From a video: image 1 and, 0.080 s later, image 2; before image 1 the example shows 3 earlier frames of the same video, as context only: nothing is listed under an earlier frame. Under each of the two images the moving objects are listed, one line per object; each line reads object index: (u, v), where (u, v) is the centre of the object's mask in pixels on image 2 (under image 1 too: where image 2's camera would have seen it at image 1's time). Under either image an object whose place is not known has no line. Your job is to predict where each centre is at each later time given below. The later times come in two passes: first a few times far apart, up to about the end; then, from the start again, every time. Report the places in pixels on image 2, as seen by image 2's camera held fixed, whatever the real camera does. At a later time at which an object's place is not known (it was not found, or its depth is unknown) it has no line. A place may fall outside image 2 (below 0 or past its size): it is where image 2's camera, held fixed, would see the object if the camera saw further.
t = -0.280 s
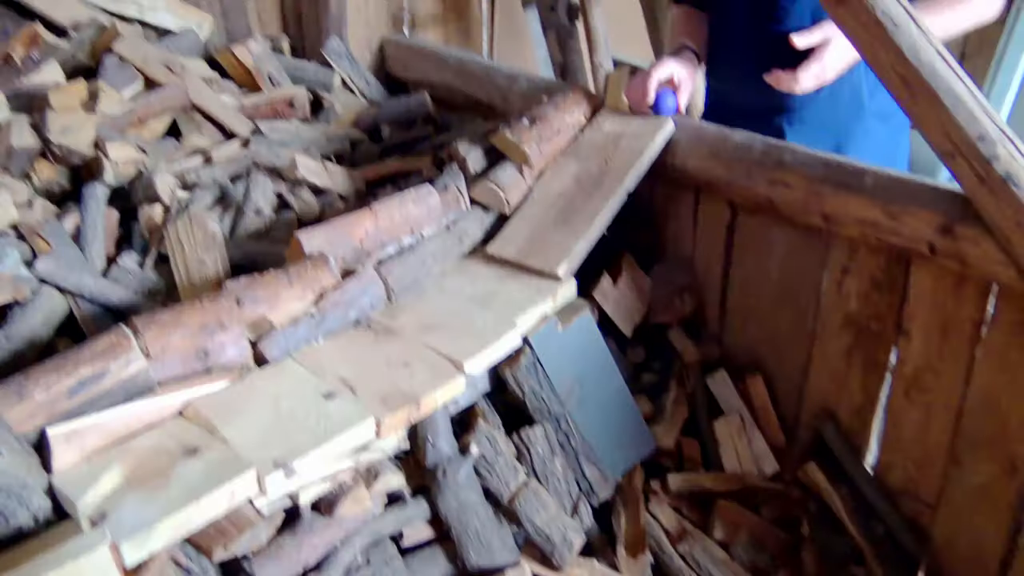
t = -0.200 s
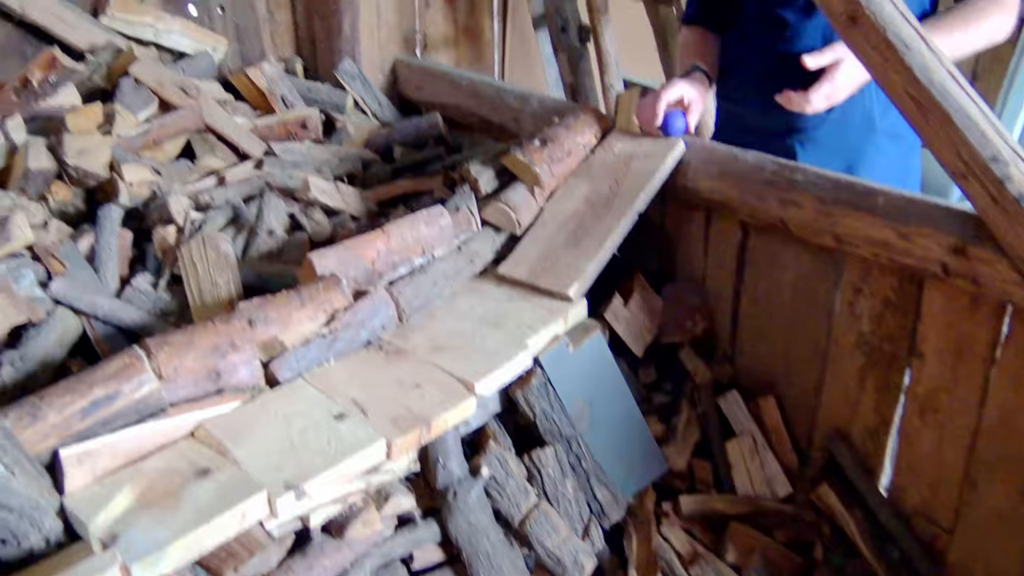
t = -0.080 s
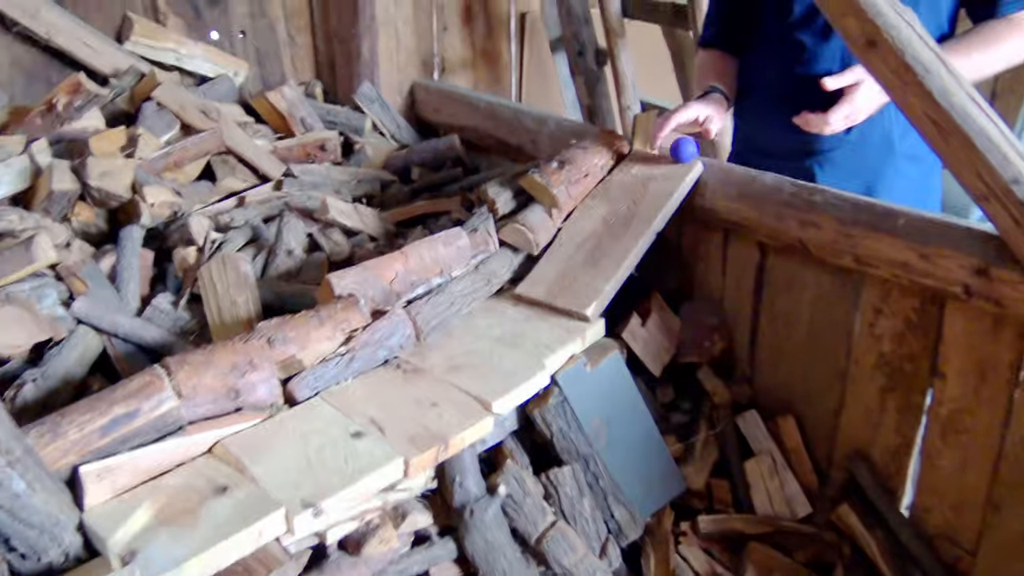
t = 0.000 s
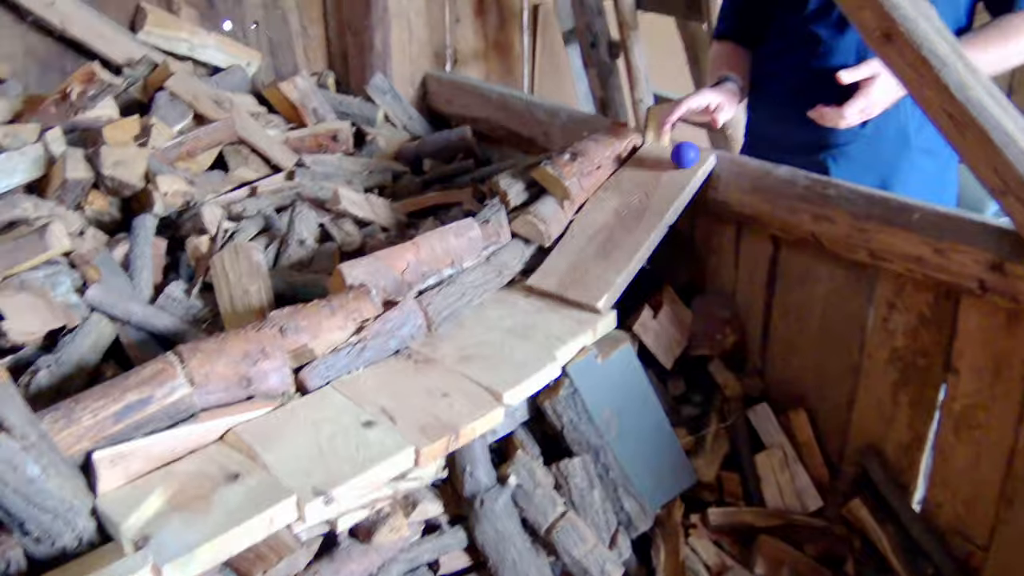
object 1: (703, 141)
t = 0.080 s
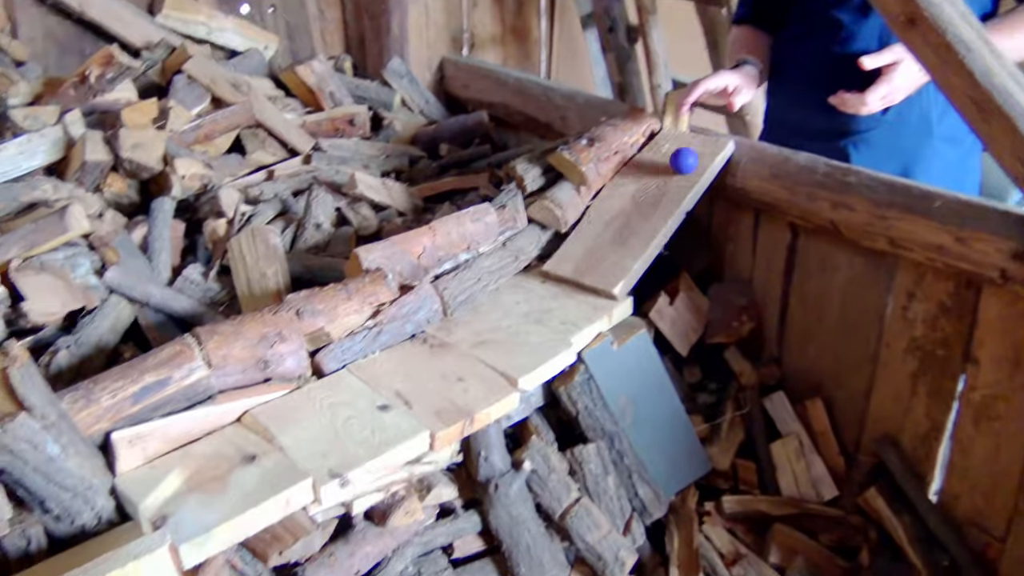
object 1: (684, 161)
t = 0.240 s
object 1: (623, 226)
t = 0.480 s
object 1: (456, 350)
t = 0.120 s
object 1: (672, 173)
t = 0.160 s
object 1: (658, 187)
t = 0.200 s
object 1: (642, 206)
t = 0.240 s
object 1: (623, 226)
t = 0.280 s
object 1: (602, 249)
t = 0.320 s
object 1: (577, 278)
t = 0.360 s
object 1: (551, 300)
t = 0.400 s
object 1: (521, 318)
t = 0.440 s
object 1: (489, 334)
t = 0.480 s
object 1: (456, 350)
